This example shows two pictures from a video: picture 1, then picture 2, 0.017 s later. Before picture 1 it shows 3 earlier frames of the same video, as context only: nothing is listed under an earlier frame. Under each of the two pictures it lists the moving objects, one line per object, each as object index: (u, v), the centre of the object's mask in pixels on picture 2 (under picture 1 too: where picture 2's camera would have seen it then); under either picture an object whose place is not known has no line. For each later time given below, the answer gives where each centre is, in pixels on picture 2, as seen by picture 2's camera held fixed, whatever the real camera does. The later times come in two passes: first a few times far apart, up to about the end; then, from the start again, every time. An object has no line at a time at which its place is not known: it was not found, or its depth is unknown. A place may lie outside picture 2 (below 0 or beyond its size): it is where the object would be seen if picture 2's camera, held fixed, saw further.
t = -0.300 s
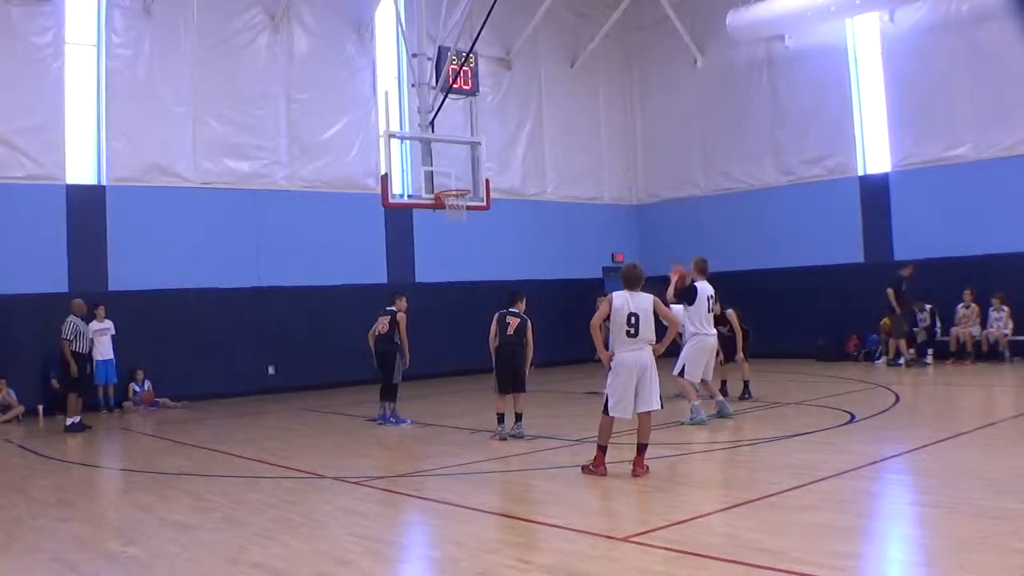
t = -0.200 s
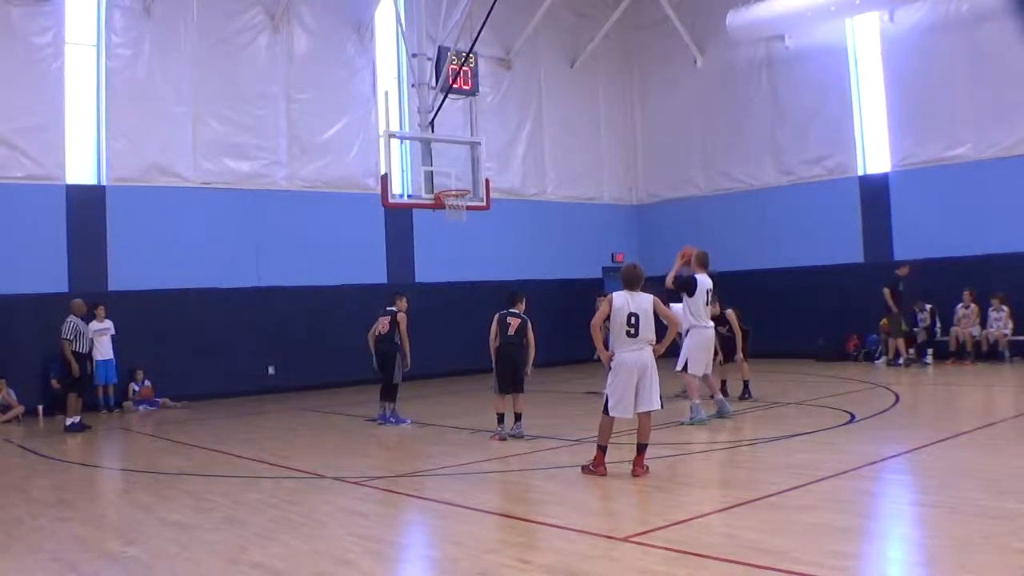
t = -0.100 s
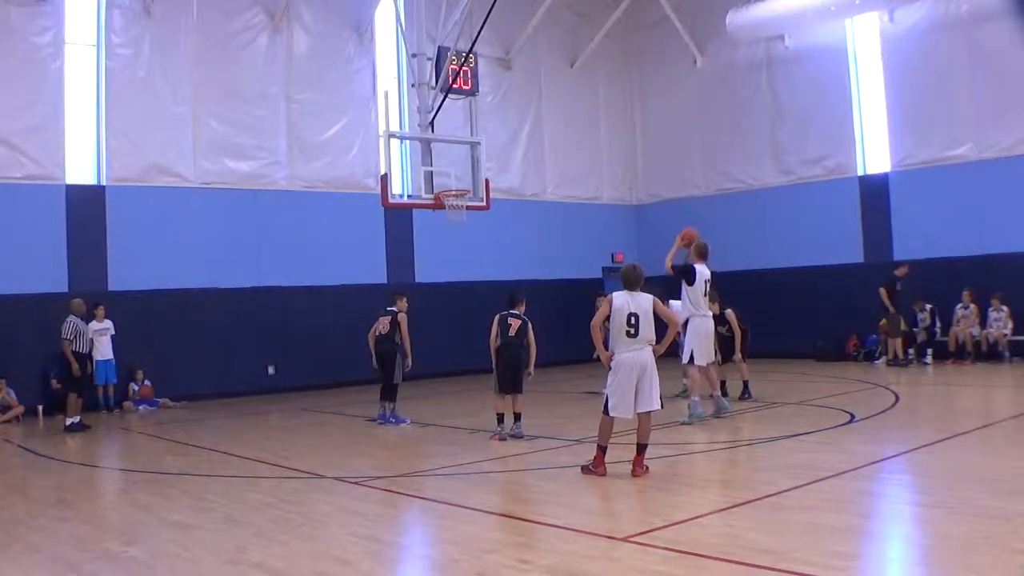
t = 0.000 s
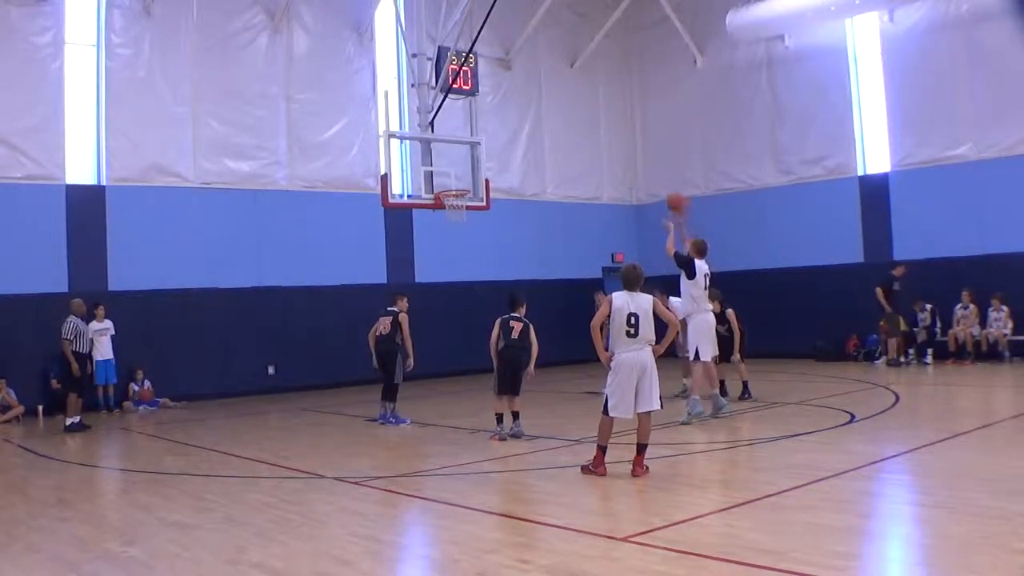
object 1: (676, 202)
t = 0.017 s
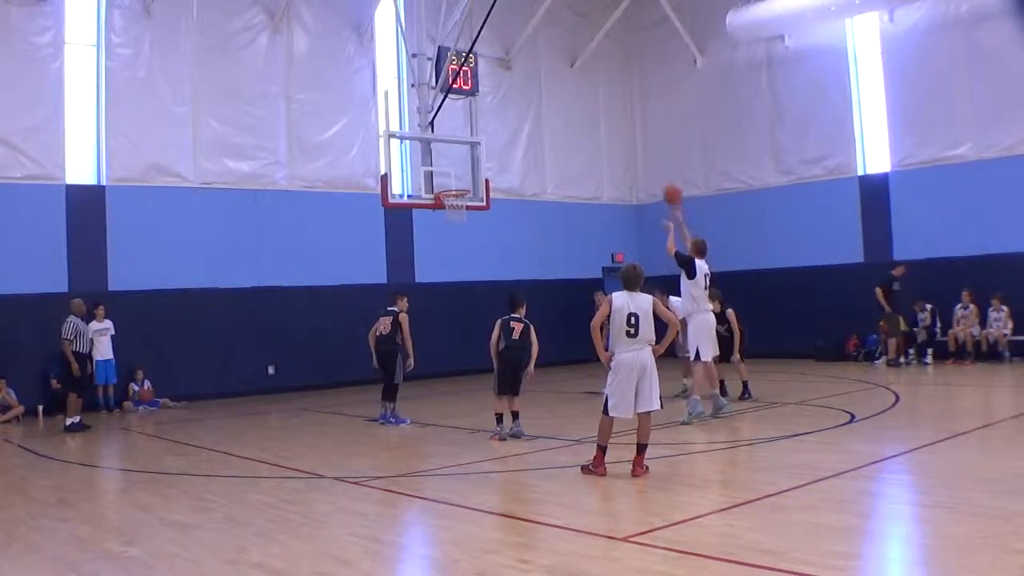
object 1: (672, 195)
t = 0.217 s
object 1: (617, 125)
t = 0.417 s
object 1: (568, 91)
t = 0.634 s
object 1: (523, 91)
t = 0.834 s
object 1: (485, 120)
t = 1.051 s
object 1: (450, 179)
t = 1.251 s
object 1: (463, 183)
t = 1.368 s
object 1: (483, 182)
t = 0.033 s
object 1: (667, 187)
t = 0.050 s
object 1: (662, 180)
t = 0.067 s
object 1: (657, 173)
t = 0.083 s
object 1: (653, 167)
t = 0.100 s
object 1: (649, 160)
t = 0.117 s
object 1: (644, 154)
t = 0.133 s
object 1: (639, 149)
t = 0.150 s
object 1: (635, 144)
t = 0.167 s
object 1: (630, 138)
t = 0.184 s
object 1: (625, 133)
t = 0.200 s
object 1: (621, 128)
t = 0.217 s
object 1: (617, 125)
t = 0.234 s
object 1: (613, 120)
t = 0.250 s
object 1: (609, 117)
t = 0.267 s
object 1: (604, 113)
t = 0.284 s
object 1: (600, 110)
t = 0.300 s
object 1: (596, 106)
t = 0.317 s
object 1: (592, 104)
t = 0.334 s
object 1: (588, 102)
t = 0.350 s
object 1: (583, 99)
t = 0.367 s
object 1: (580, 97)
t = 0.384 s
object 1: (576, 95)
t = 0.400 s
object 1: (572, 93)
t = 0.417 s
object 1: (568, 91)
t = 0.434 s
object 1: (565, 90)
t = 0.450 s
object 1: (561, 89)
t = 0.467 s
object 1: (558, 88)
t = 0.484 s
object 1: (554, 88)
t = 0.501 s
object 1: (550, 87)
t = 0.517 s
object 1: (547, 87)
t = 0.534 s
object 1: (543, 87)
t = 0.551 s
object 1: (539, 87)
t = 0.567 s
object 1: (536, 88)
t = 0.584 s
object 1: (533, 88)
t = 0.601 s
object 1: (530, 89)
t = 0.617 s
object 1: (526, 90)
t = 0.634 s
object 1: (523, 91)
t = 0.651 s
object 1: (519, 93)
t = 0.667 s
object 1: (516, 94)
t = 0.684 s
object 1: (513, 96)
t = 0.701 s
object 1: (510, 98)
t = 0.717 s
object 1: (507, 100)
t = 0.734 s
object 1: (503, 102)
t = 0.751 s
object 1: (501, 105)
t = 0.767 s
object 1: (497, 108)
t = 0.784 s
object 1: (494, 110)
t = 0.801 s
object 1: (491, 113)
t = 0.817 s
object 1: (488, 116)
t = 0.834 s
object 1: (485, 120)
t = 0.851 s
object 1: (483, 123)
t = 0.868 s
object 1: (481, 127)
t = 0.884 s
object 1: (477, 131)
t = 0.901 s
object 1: (475, 135)
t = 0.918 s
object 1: (471, 139)
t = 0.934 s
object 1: (469, 144)
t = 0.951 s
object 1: (466, 149)
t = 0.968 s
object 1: (463, 153)
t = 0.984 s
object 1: (460, 158)
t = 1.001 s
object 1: (458, 162)
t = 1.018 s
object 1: (455, 168)
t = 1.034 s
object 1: (452, 173)
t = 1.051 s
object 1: (450, 179)
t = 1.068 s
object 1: (448, 184)
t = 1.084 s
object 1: (447, 187)
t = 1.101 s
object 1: (447, 187)
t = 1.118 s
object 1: (447, 187)
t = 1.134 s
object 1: (447, 188)
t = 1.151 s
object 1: (447, 188)
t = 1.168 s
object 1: (449, 188)
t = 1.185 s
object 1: (453, 186)
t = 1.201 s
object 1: (455, 186)
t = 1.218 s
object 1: (458, 184)
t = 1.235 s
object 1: (461, 183)
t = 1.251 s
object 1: (463, 183)
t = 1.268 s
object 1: (466, 183)
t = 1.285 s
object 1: (469, 182)
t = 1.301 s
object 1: (471, 182)
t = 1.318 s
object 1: (474, 182)
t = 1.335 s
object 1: (478, 182)
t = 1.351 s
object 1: (480, 182)
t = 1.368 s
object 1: (483, 182)
